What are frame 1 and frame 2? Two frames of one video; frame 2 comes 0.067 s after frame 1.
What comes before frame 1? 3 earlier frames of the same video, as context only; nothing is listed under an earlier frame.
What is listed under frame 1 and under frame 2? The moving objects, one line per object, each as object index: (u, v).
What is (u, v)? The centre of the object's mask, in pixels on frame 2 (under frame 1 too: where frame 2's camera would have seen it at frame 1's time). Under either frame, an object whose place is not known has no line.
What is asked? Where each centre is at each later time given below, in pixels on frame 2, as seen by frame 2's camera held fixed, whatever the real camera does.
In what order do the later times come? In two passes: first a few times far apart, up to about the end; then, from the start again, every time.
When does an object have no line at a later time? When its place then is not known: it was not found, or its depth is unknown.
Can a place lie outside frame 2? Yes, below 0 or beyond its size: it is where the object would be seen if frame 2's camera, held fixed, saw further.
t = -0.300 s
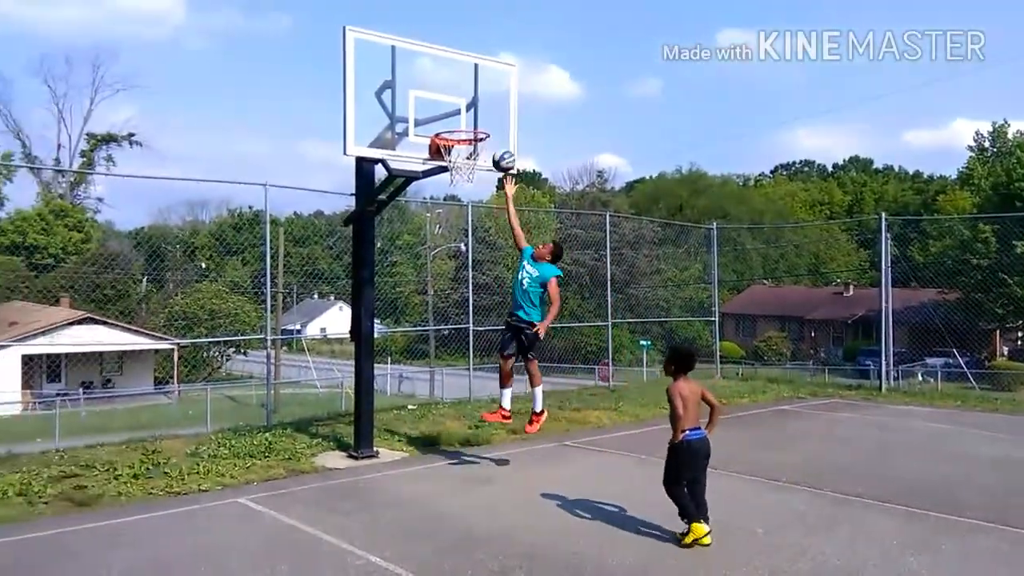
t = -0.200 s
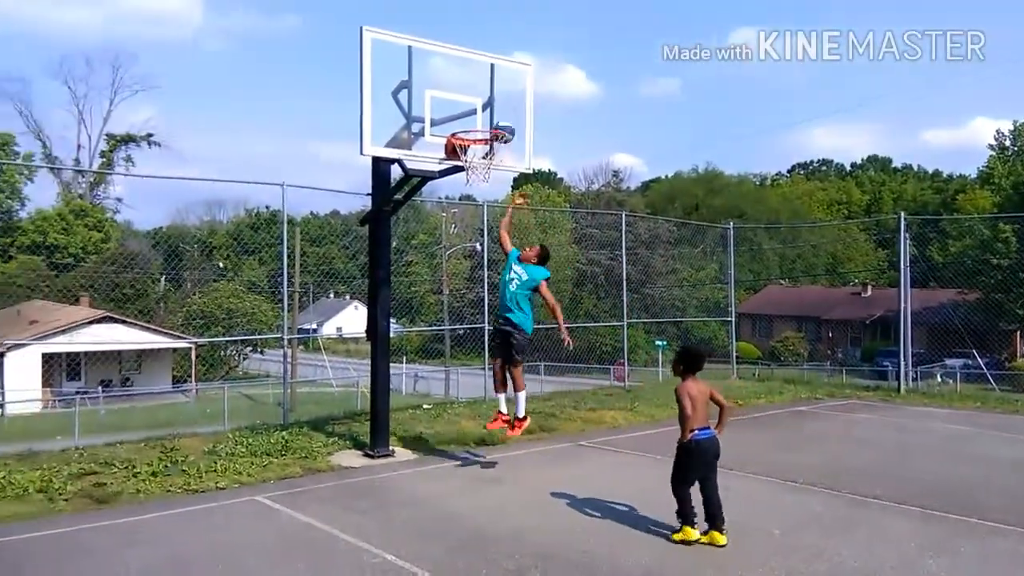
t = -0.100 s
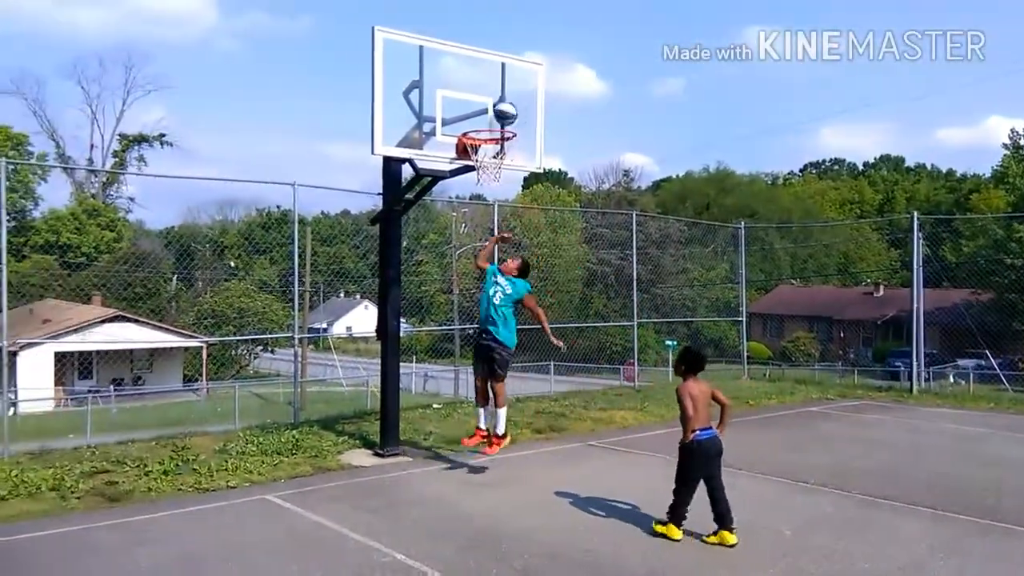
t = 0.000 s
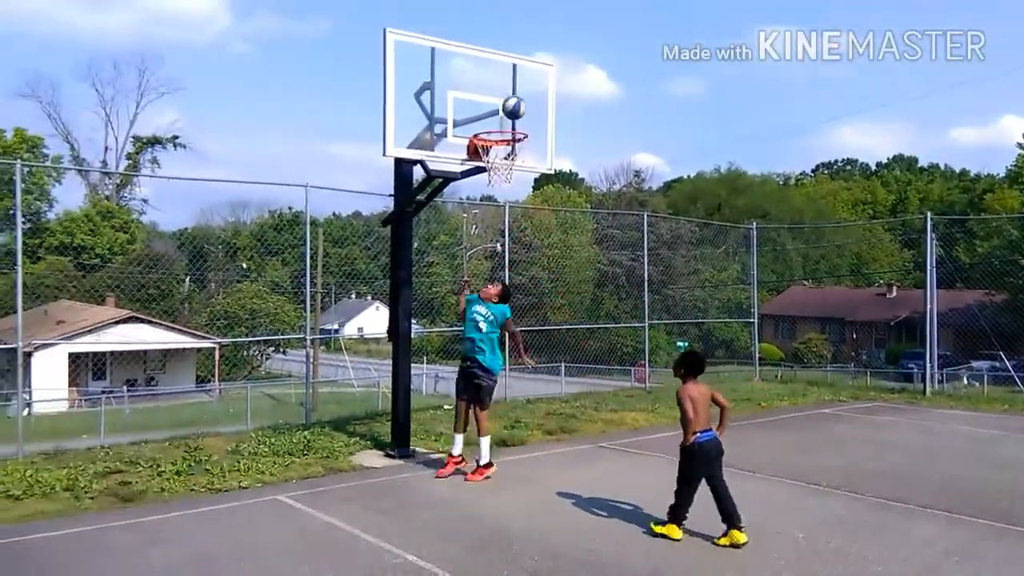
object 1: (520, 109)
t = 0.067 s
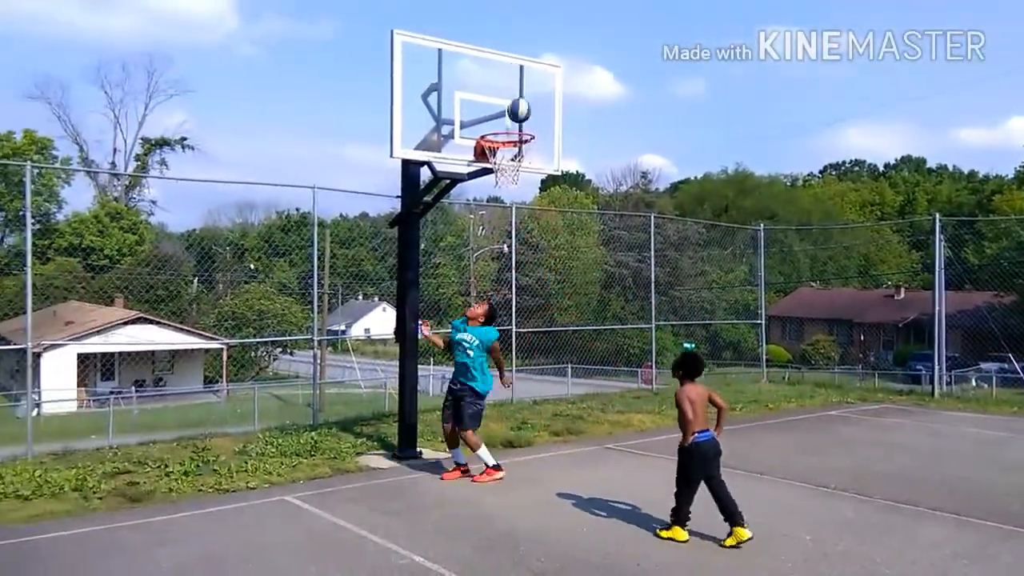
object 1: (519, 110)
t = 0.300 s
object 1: (511, 157)
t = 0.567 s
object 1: (505, 269)
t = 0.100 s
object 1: (518, 113)
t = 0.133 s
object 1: (517, 117)
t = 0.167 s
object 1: (516, 121)
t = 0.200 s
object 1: (515, 129)
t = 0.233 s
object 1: (514, 136)
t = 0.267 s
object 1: (513, 147)
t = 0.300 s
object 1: (511, 157)
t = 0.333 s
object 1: (509, 170)
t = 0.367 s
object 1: (508, 179)
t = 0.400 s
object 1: (507, 191)
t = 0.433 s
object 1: (508, 204)
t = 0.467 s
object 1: (507, 217)
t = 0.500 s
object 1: (506, 235)
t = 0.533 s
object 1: (507, 251)
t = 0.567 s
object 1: (505, 269)
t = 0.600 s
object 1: (504, 290)
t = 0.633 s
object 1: (503, 311)
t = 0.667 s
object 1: (501, 334)
